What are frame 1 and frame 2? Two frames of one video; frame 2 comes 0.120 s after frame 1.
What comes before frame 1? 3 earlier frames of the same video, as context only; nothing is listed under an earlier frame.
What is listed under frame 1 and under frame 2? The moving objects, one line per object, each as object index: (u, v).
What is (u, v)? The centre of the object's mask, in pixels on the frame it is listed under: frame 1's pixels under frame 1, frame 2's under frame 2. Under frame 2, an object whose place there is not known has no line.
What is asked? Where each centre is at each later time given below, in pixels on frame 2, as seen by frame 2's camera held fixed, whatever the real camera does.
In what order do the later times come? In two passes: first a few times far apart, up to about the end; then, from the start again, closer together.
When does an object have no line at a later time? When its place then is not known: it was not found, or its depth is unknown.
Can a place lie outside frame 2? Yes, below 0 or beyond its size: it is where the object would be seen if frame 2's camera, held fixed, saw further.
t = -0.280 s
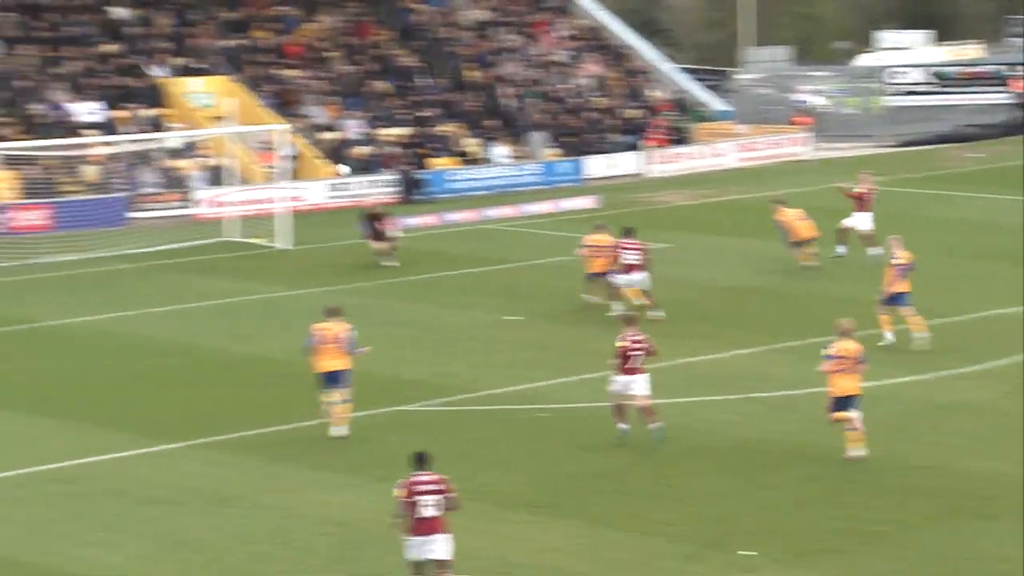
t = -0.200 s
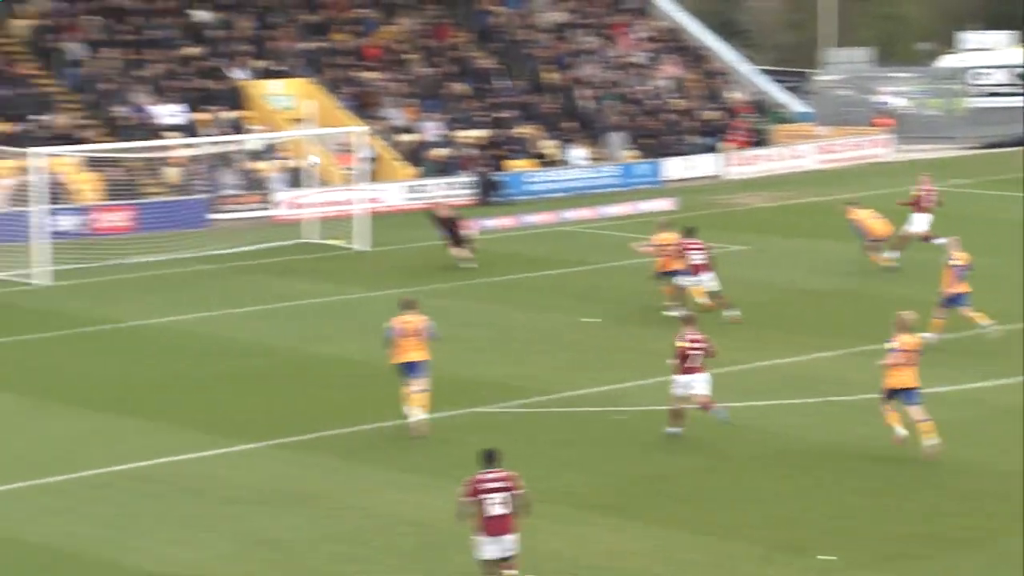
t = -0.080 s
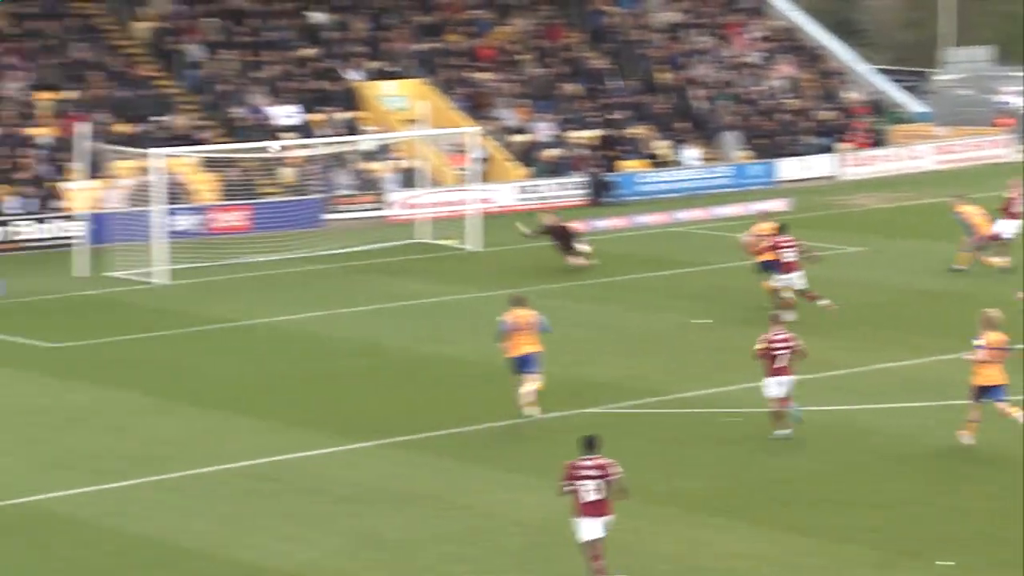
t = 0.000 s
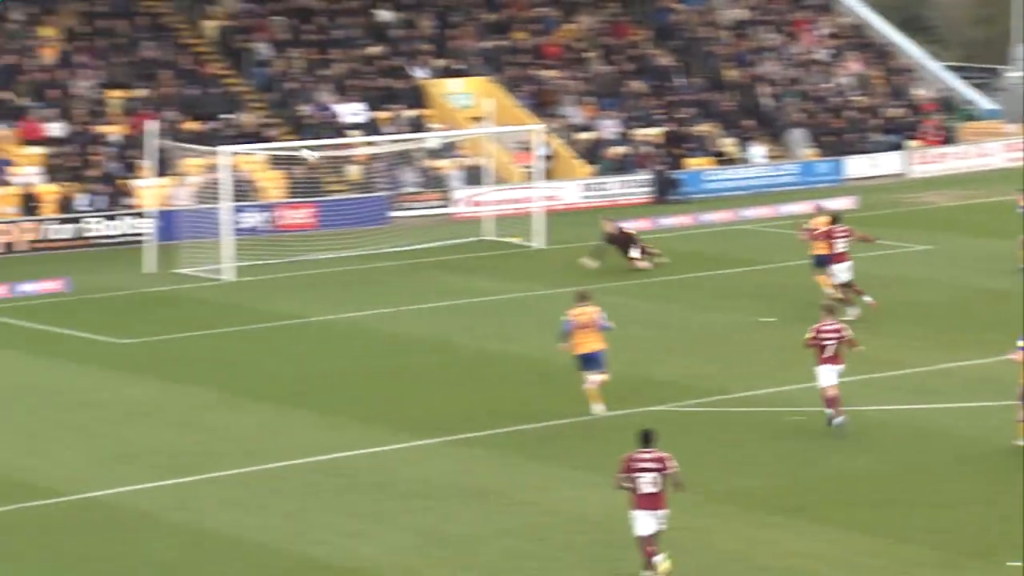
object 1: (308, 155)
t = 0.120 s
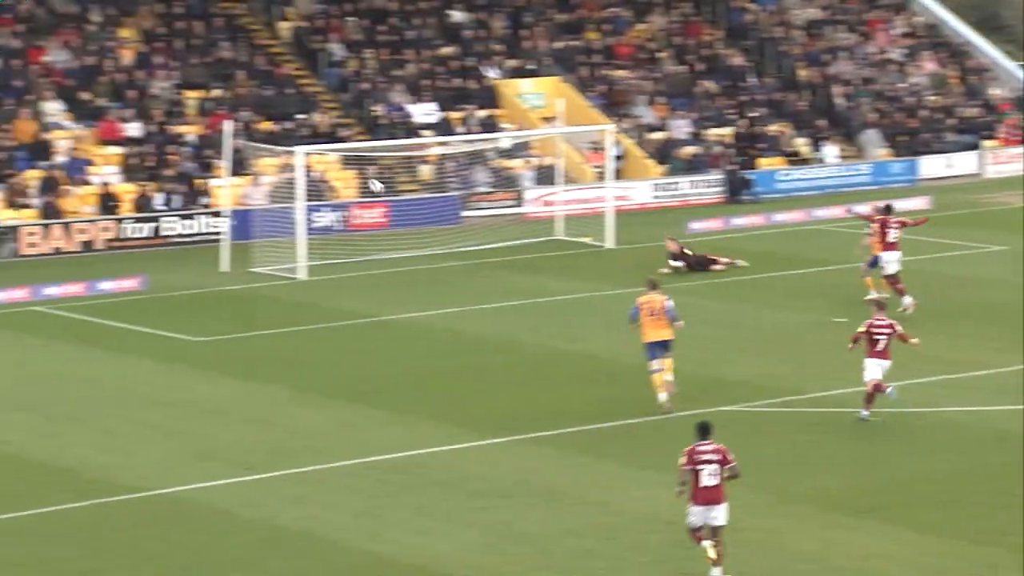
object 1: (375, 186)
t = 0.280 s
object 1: (362, 239)
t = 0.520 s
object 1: (331, 316)
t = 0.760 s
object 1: (299, 291)
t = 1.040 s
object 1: (251, 306)
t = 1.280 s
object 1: (203, 361)
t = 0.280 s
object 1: (362, 239)
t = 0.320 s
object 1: (358, 255)
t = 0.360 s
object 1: (353, 271)
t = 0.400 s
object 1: (347, 288)
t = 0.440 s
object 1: (341, 307)
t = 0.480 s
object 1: (335, 323)
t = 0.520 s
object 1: (331, 316)
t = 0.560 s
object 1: (326, 309)
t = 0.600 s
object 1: (321, 304)
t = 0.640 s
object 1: (316, 299)
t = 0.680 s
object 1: (310, 295)
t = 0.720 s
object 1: (304, 293)
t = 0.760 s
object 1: (299, 291)
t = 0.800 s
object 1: (292, 290)
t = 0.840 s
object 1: (286, 290)
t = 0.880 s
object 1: (279, 291)
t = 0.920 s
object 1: (272, 294)
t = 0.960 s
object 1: (266, 297)
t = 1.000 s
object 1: (258, 301)
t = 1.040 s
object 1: (251, 306)
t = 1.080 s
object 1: (243, 313)
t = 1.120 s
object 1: (236, 320)
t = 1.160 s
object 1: (228, 329)
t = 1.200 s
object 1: (220, 338)
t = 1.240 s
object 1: (212, 349)
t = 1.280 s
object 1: (203, 361)
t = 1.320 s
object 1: (194, 375)
